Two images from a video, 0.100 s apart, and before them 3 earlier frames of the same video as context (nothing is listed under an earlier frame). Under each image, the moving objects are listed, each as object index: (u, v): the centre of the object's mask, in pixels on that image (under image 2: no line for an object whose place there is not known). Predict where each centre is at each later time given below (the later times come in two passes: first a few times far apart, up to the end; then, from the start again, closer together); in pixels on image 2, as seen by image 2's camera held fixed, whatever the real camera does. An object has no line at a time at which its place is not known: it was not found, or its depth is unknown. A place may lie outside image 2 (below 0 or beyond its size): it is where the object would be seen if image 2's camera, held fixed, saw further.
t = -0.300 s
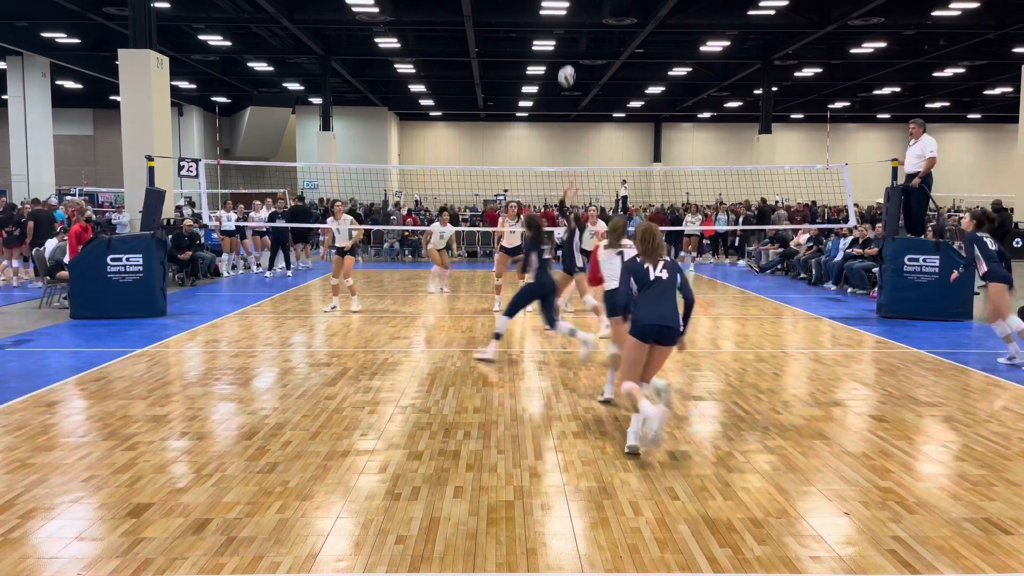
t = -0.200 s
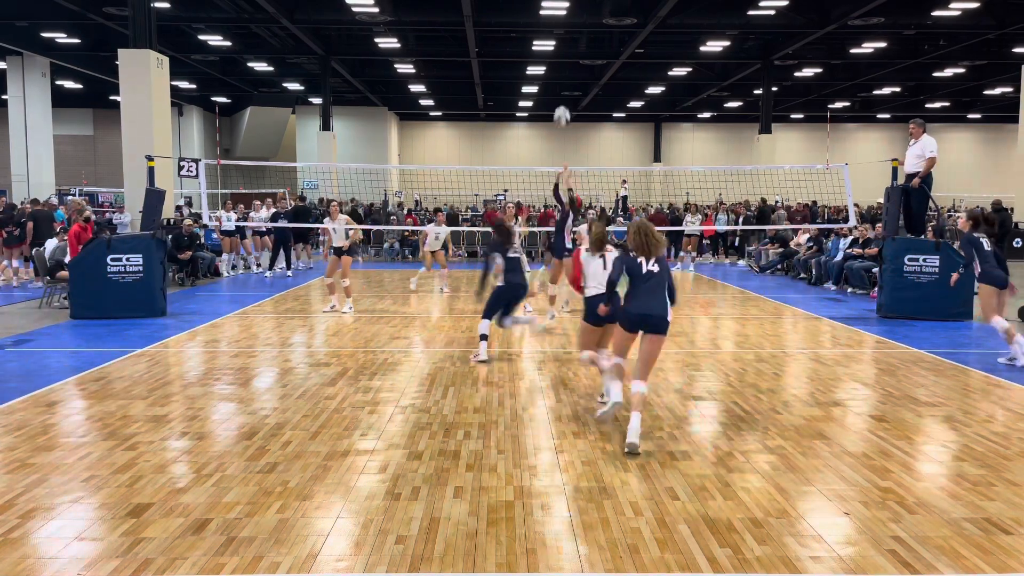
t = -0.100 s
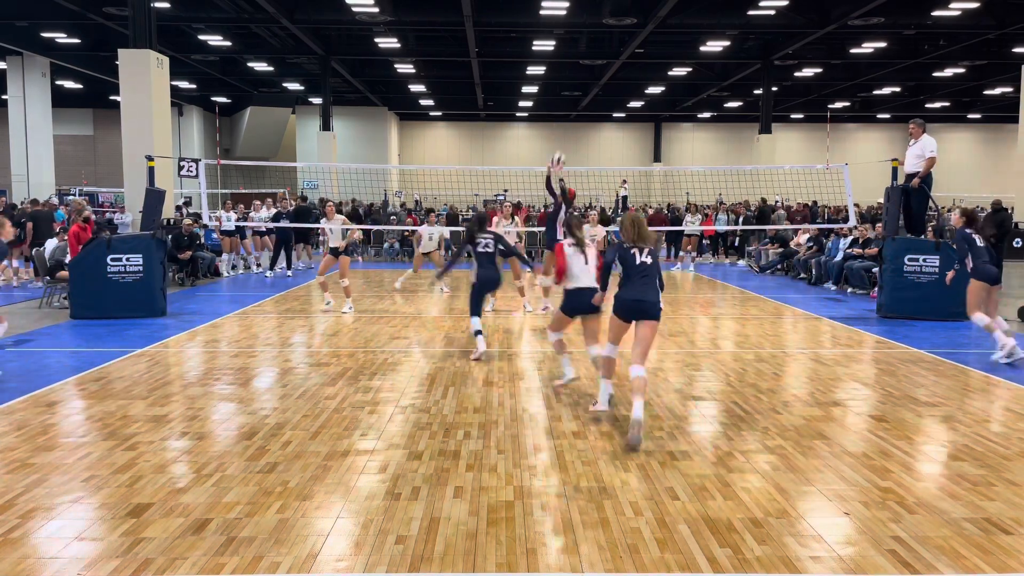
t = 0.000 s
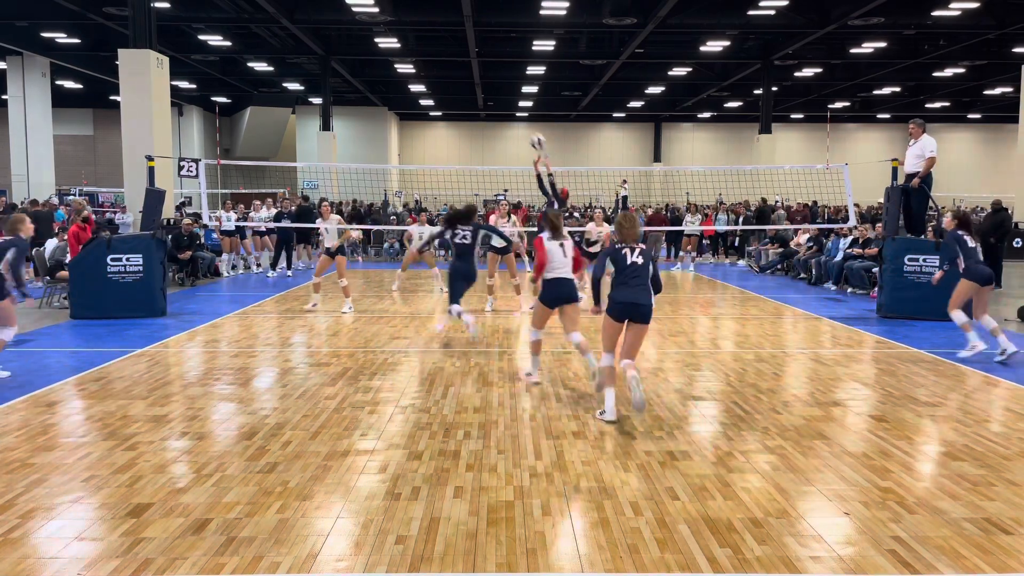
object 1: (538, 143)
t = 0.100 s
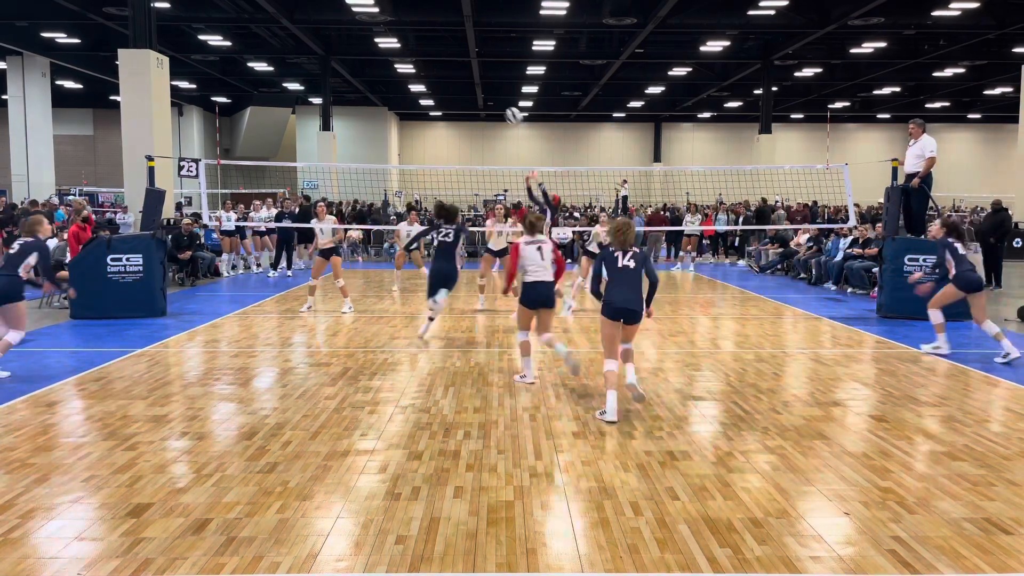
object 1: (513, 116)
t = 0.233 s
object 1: (481, 94)
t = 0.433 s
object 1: (434, 85)
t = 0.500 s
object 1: (420, 89)
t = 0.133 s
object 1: (506, 109)
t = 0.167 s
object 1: (497, 103)
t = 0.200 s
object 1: (490, 98)
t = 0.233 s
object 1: (481, 94)
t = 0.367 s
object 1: (450, 85)
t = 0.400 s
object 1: (442, 85)
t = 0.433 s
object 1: (434, 85)
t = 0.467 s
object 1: (428, 86)
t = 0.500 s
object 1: (420, 89)
